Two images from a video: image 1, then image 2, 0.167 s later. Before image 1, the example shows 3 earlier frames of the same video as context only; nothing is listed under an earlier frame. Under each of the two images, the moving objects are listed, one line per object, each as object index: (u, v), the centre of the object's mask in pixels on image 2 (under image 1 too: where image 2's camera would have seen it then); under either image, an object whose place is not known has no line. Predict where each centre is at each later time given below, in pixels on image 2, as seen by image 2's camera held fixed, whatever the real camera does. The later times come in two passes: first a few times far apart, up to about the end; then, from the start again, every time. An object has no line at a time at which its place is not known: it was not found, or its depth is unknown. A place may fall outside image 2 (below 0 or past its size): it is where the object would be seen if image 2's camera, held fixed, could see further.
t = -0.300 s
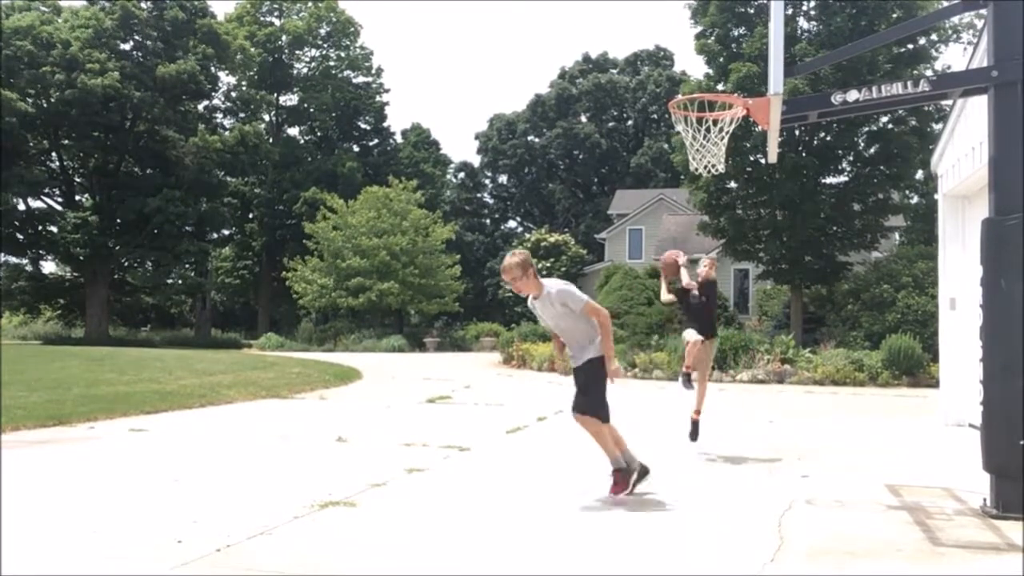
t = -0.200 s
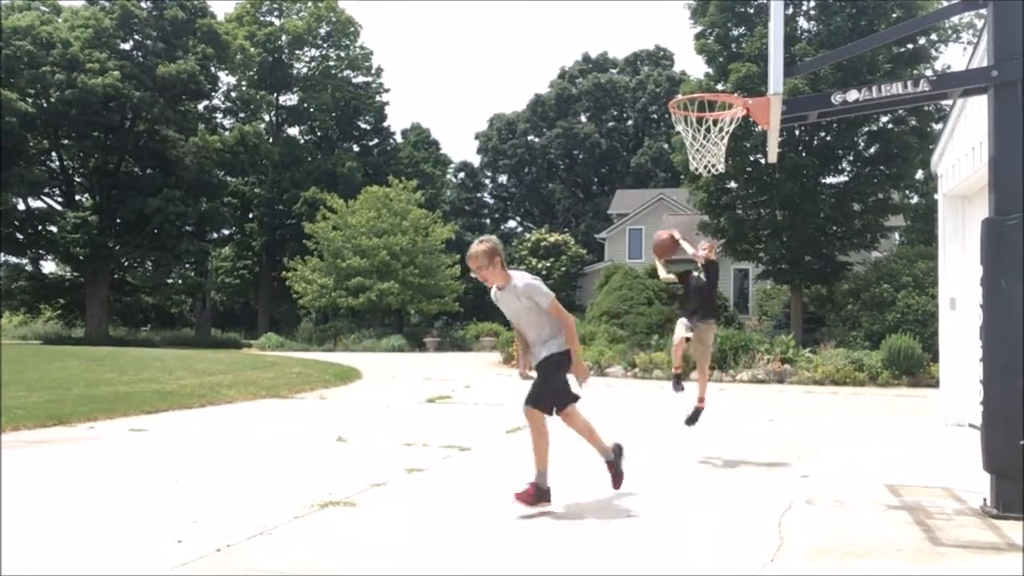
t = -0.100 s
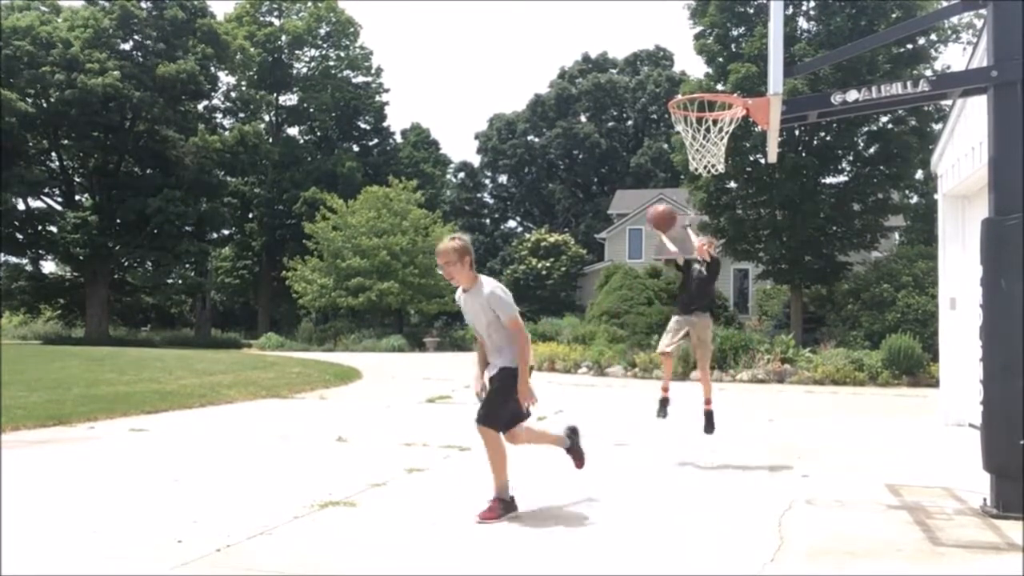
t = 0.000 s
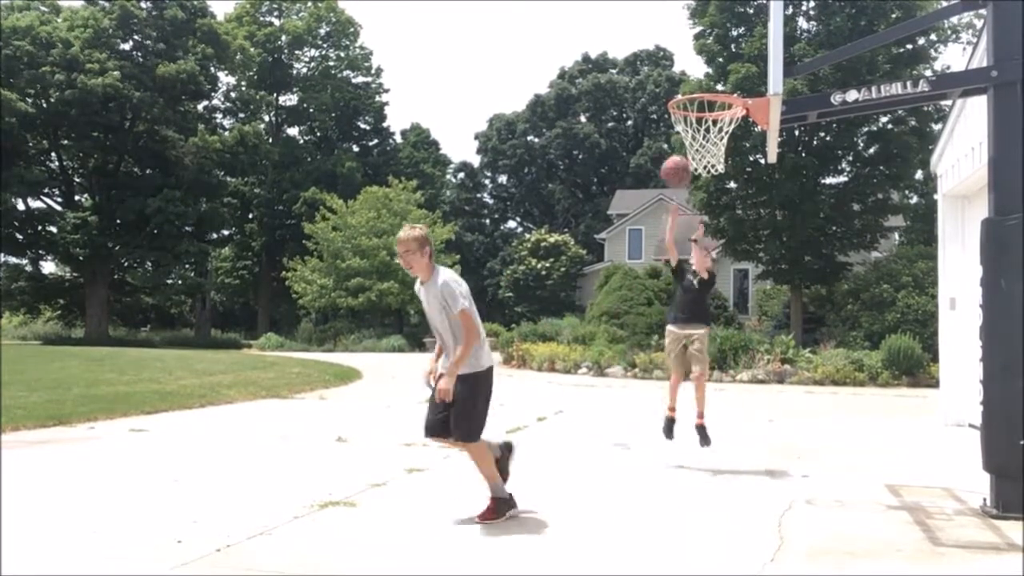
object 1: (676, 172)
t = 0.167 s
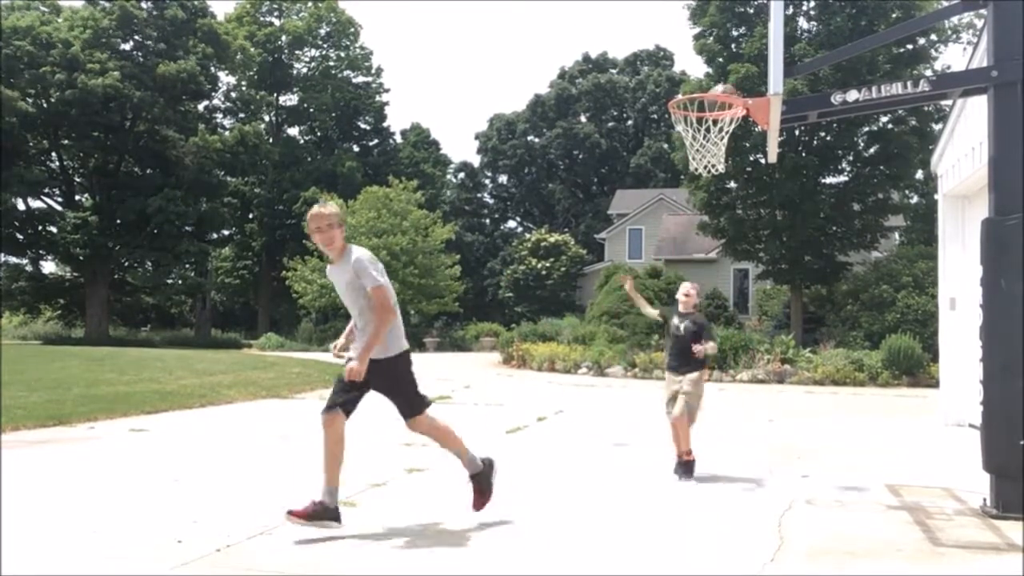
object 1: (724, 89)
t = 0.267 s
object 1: (751, 75)
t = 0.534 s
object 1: (697, 111)
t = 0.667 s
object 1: (716, 129)
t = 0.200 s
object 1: (733, 85)
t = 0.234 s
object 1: (742, 81)
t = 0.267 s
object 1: (751, 75)
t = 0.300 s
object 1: (744, 75)
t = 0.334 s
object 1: (736, 75)
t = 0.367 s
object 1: (727, 76)
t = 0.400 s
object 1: (719, 78)
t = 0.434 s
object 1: (709, 81)
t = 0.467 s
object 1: (697, 86)
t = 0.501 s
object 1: (687, 95)
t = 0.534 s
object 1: (697, 111)
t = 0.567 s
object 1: (704, 113)
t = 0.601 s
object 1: (710, 116)
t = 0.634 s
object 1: (718, 127)
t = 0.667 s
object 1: (716, 129)
